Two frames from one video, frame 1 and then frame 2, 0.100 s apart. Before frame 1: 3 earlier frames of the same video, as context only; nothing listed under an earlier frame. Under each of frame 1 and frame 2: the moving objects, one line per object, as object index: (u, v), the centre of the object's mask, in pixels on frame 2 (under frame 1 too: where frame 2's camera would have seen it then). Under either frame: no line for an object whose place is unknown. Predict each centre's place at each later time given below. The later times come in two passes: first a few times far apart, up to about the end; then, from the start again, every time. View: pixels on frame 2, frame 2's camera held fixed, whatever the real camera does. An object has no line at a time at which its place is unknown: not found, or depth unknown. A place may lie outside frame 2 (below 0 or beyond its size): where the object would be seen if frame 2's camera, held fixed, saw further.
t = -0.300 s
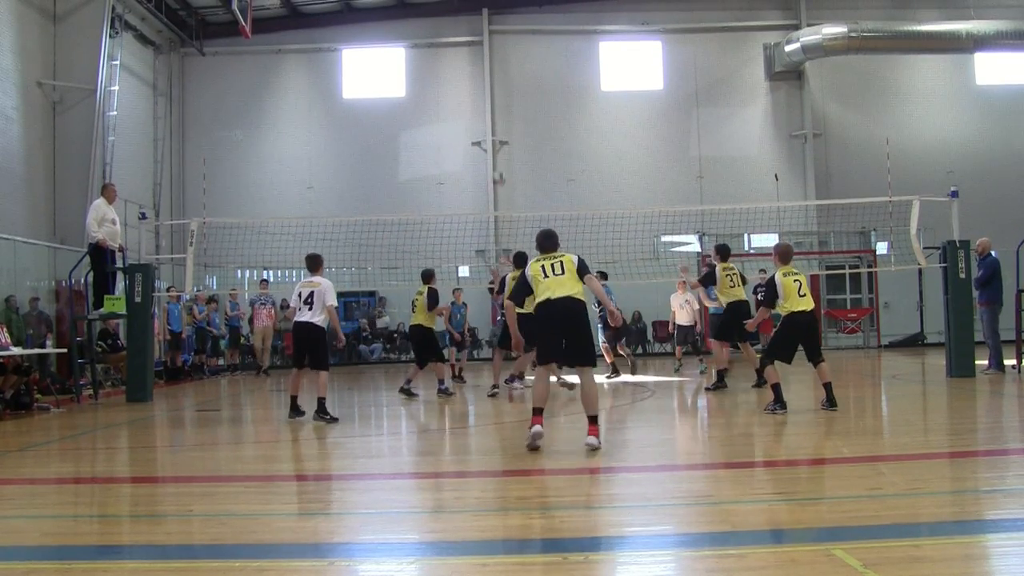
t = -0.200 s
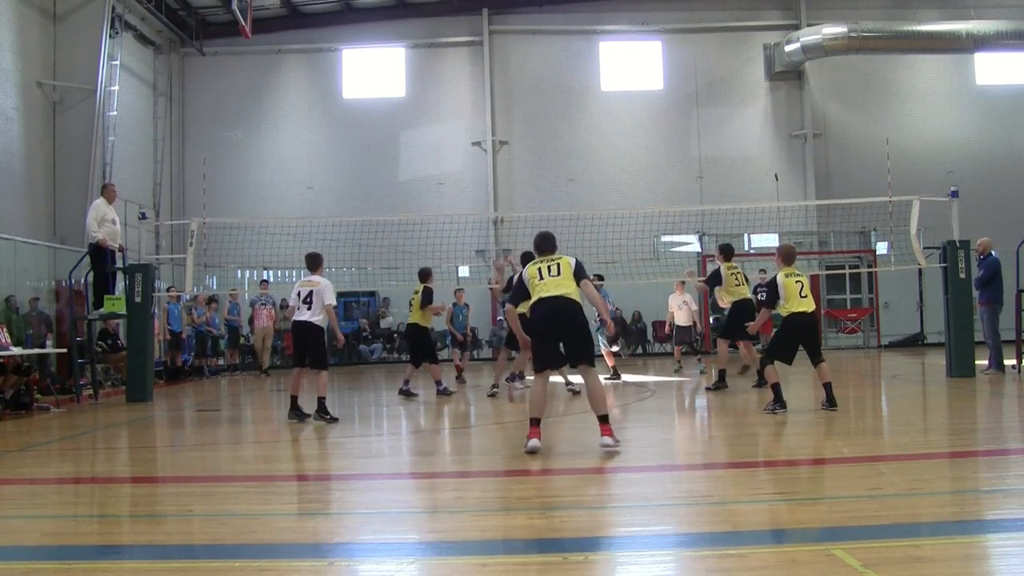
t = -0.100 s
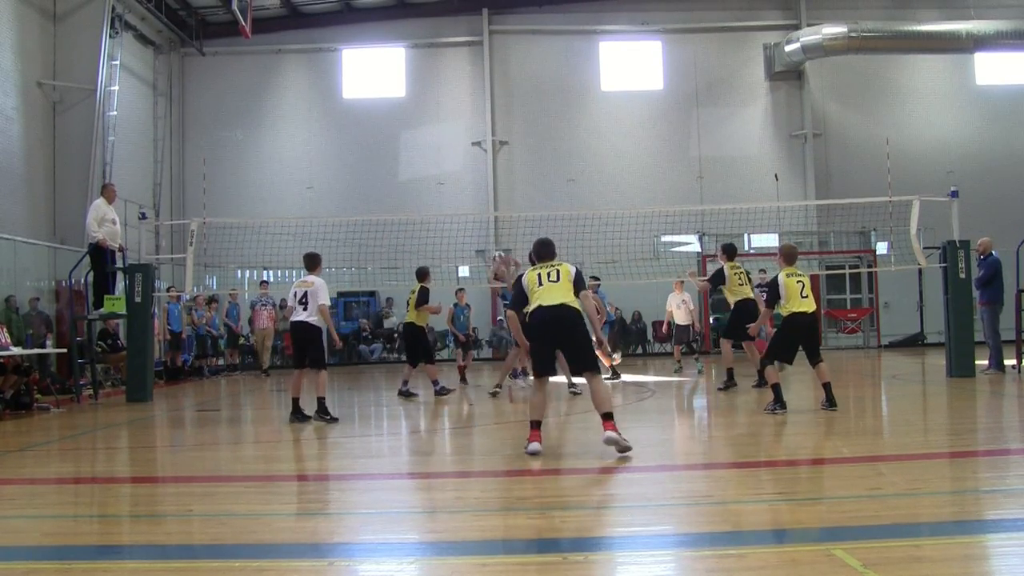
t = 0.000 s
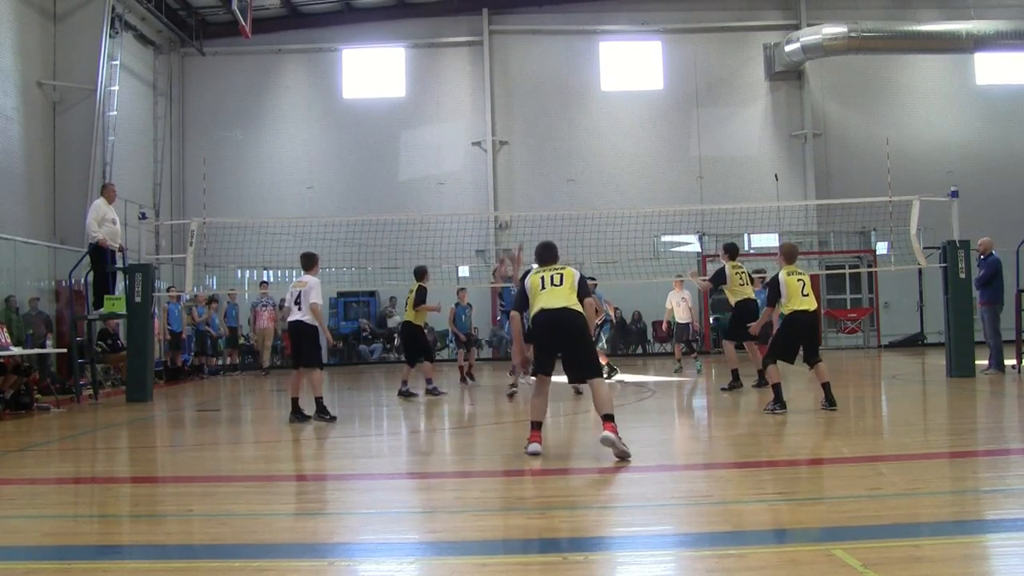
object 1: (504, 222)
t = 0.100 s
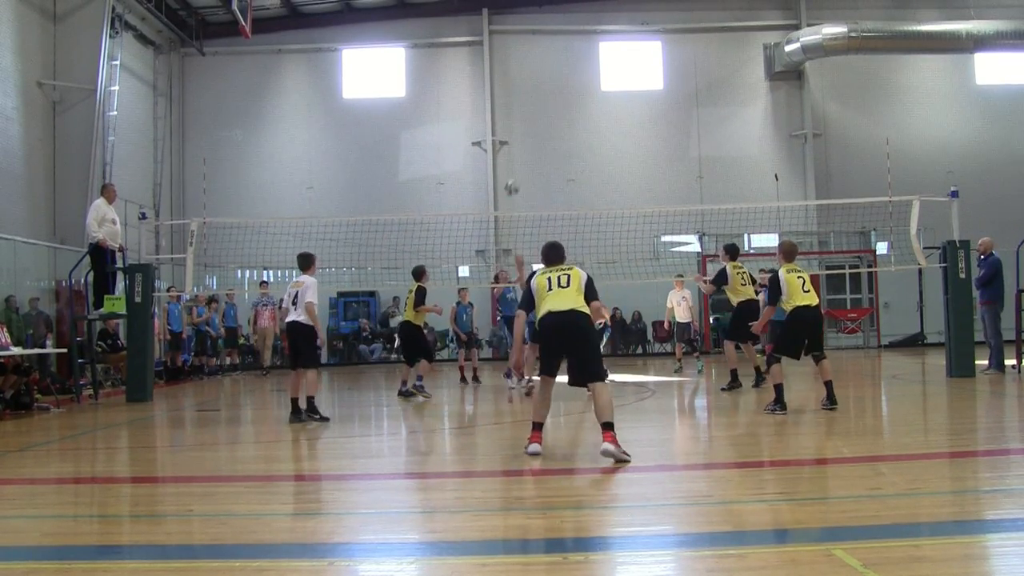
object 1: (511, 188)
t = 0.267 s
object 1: (526, 139)
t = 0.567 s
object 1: (558, 102)
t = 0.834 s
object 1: (593, 132)
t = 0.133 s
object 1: (514, 176)
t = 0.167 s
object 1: (517, 166)
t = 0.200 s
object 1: (520, 157)
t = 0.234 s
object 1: (523, 148)
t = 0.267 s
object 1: (526, 139)
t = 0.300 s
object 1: (530, 132)
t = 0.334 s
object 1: (533, 126)
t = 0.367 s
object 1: (536, 119)
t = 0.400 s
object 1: (540, 115)
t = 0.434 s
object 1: (543, 111)
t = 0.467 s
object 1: (547, 107)
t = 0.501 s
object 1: (550, 104)
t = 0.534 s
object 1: (554, 103)
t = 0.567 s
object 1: (558, 102)
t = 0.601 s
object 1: (562, 102)
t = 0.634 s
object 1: (566, 104)
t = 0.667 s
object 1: (570, 107)
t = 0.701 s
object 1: (575, 109)
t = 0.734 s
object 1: (579, 113)
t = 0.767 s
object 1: (583, 118)
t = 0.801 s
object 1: (588, 124)
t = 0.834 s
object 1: (593, 132)
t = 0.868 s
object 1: (598, 141)
